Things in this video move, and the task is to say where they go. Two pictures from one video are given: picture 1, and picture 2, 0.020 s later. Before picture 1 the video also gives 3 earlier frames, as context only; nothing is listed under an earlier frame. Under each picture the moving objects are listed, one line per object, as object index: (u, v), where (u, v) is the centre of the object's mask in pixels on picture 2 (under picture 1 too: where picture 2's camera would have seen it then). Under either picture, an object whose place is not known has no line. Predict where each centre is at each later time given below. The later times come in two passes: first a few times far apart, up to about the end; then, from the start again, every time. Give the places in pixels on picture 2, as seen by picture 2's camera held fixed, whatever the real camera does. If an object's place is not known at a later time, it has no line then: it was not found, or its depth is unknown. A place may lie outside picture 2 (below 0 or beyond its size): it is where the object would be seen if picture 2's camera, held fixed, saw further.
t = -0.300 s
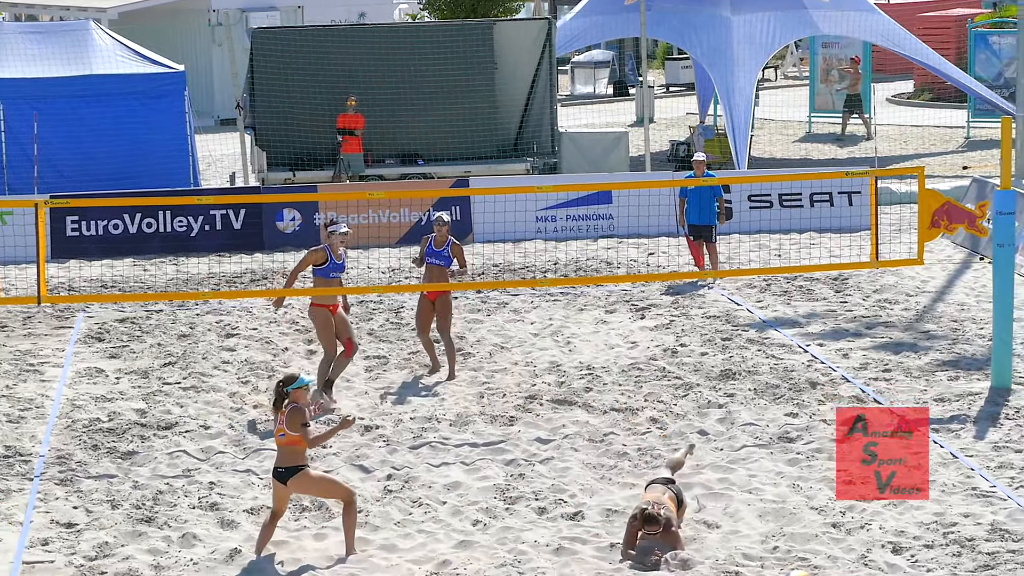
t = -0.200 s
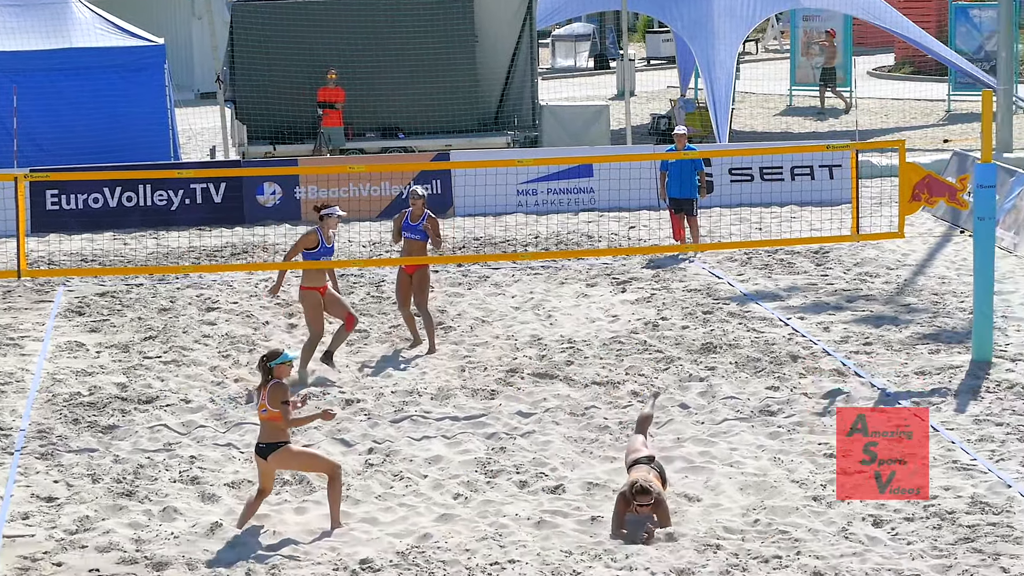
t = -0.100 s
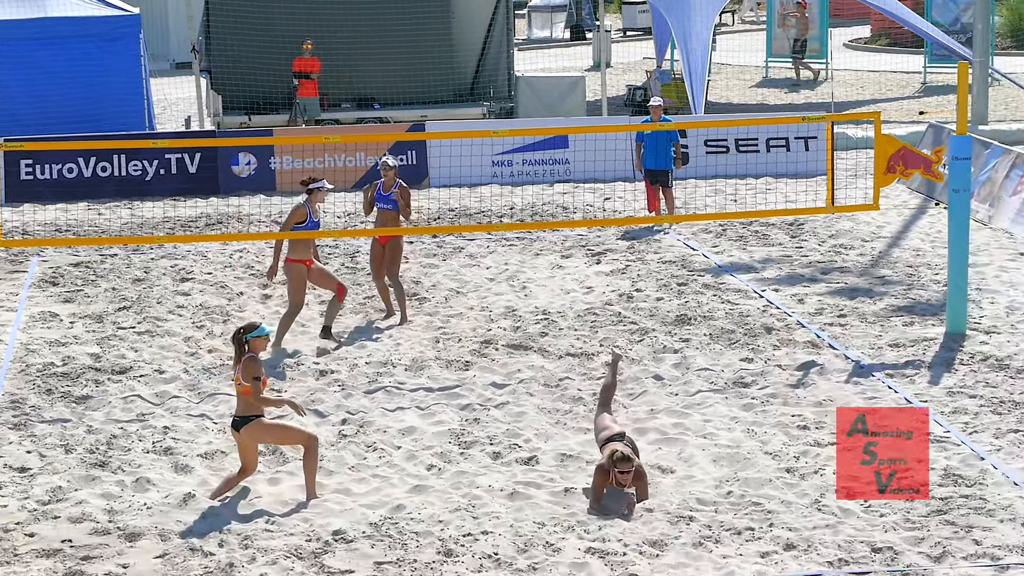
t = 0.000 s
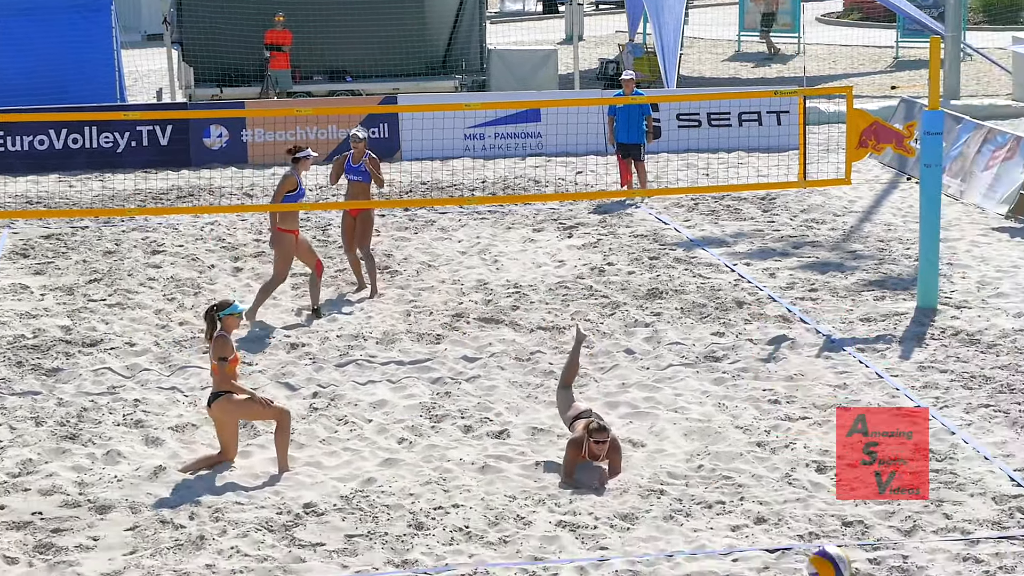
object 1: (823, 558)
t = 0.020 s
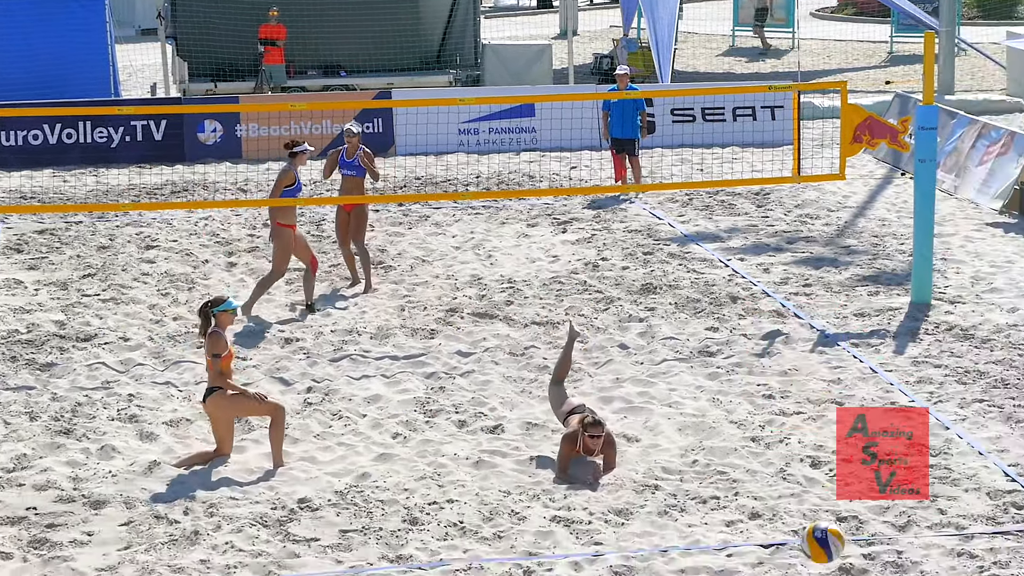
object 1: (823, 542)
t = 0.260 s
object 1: (815, 368)
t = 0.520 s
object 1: (809, 305)
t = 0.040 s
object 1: (822, 524)
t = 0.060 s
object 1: (821, 506)
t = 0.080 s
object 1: (821, 489)
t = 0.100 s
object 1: (820, 472)
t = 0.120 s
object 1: (819, 457)
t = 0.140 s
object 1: (819, 442)
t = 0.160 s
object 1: (818, 428)
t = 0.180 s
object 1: (818, 414)
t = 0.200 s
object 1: (817, 402)
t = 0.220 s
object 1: (817, 391)
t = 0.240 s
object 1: (817, 379)
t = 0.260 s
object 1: (815, 368)
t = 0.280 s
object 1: (815, 359)
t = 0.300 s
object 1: (815, 350)
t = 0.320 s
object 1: (814, 342)
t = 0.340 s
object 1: (814, 334)
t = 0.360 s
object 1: (814, 328)
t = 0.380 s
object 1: (813, 323)
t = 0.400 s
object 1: (812, 318)
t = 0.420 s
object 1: (812, 314)
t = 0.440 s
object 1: (811, 310)
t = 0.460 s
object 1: (810, 308)
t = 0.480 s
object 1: (810, 306)
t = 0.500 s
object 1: (810, 305)
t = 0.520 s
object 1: (809, 305)
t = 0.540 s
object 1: (809, 306)
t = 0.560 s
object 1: (809, 307)
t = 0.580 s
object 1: (809, 309)
